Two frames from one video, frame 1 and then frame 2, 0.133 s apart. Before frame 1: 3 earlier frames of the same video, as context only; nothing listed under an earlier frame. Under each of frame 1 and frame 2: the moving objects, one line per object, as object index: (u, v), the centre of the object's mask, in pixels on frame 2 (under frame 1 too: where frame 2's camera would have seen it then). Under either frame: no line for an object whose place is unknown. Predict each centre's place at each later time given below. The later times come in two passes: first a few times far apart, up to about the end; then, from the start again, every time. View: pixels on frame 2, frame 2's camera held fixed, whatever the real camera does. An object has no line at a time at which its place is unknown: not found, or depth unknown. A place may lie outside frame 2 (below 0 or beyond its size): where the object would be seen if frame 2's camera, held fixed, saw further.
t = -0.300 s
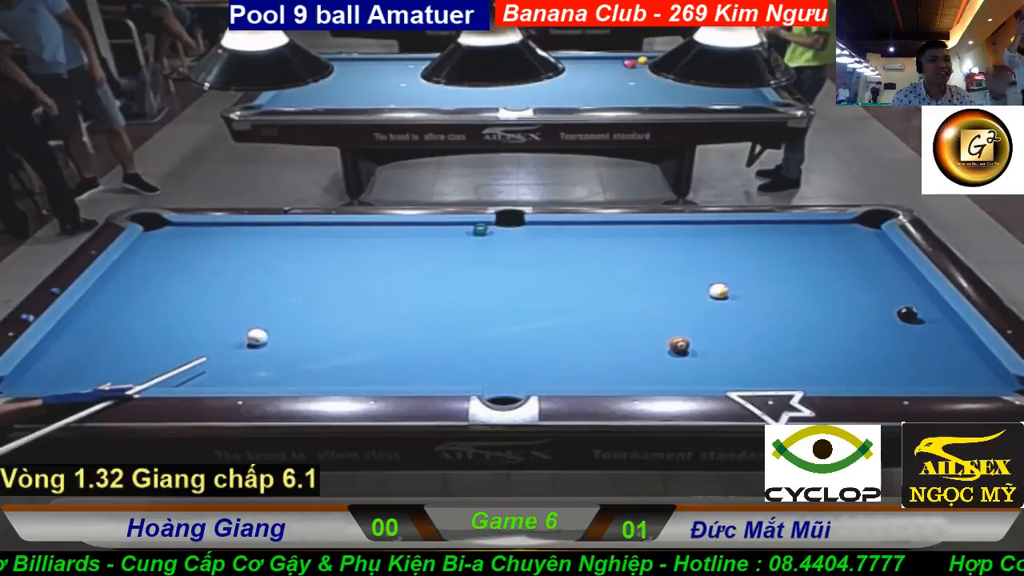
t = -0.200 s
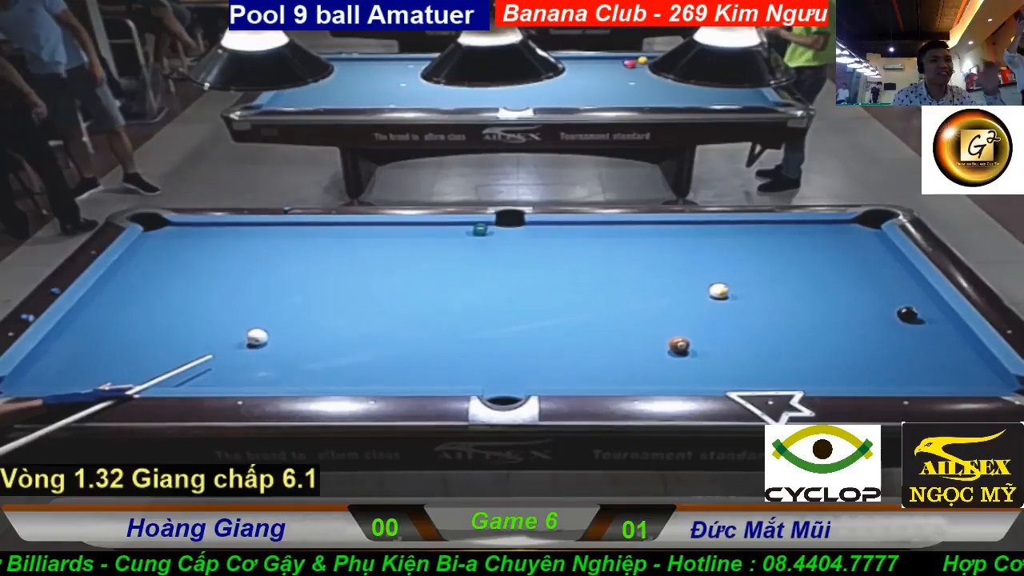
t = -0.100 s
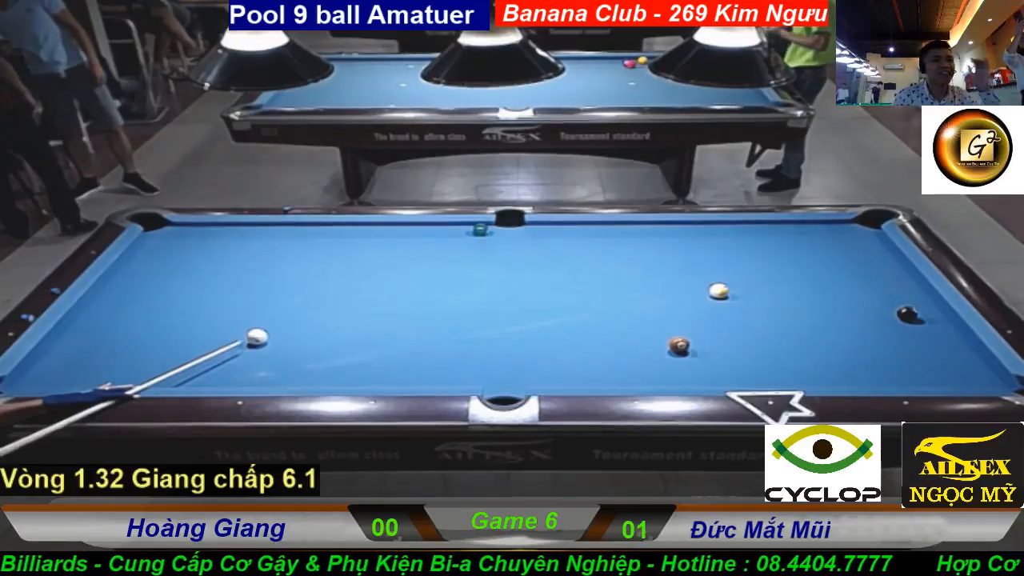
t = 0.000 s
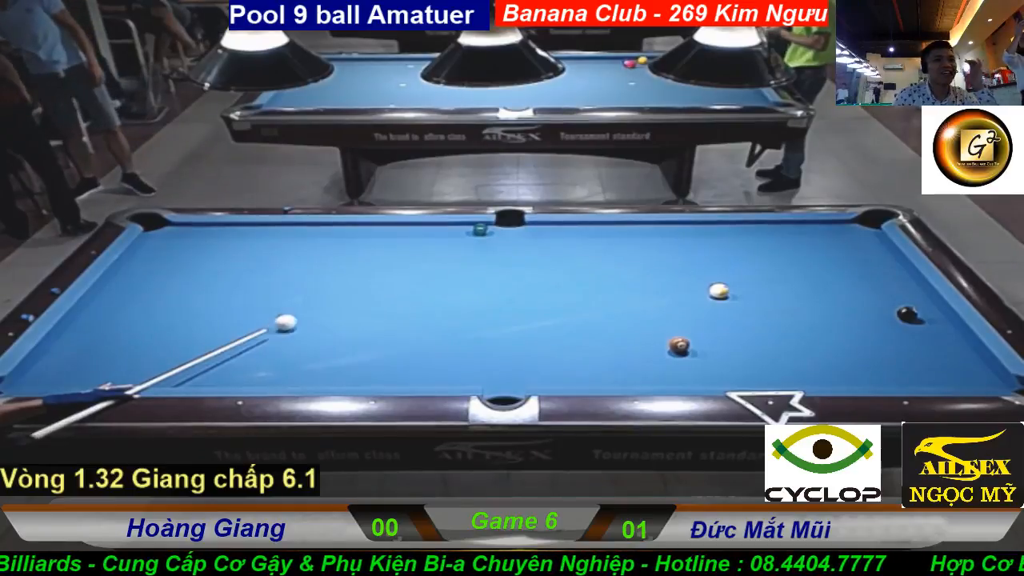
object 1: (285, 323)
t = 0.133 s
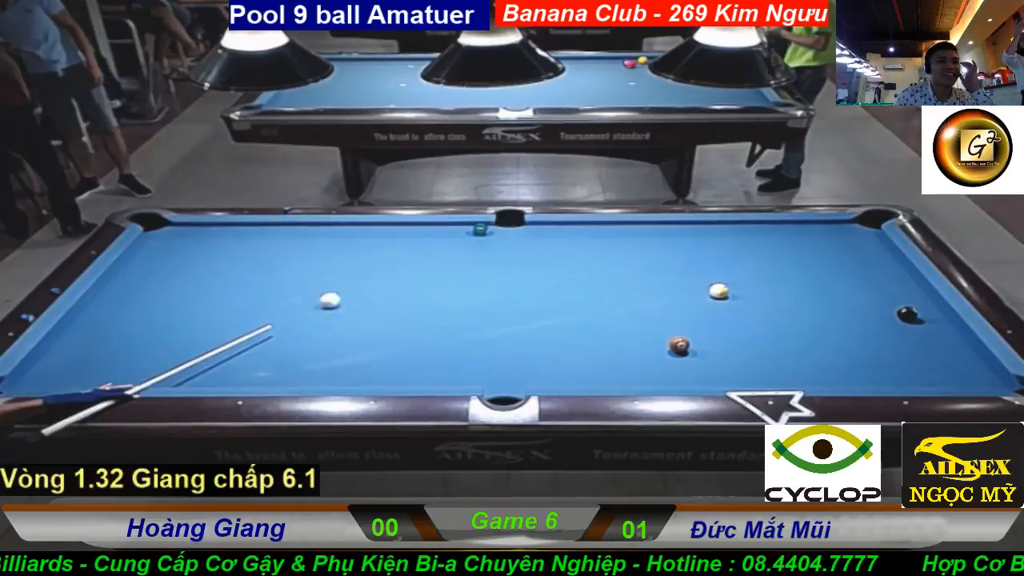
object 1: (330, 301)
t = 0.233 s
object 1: (360, 286)
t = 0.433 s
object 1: (414, 258)
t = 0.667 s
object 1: (464, 231)
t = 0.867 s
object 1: (457, 229)
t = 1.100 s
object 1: (454, 236)
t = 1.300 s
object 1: (452, 243)
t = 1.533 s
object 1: (449, 250)
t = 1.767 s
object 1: (446, 257)
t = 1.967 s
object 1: (444, 263)
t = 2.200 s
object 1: (442, 269)
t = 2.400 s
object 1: (440, 274)
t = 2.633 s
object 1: (439, 280)
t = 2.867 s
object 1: (438, 284)
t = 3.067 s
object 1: (437, 288)
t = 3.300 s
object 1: (437, 292)
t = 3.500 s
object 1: (436, 295)
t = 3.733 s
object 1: (435, 298)
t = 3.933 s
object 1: (434, 301)
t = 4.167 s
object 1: (433, 303)
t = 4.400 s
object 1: (433, 304)
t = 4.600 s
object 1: (433, 304)
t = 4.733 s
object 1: (433, 305)
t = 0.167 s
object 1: (340, 296)
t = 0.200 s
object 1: (350, 290)
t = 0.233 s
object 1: (360, 286)
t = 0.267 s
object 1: (370, 281)
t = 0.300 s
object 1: (378, 276)
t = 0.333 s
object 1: (388, 271)
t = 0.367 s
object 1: (397, 267)
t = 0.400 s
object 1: (406, 262)
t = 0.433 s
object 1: (414, 258)
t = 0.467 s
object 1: (423, 254)
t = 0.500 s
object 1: (431, 250)
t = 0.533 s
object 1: (439, 246)
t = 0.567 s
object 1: (447, 242)
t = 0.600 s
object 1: (455, 238)
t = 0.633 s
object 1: (463, 234)
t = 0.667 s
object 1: (464, 231)
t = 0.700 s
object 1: (462, 230)
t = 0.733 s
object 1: (460, 228)
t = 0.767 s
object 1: (459, 225)
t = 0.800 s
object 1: (458, 226)
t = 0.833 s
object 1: (458, 228)
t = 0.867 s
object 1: (457, 229)
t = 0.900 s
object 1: (457, 230)
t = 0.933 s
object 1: (456, 231)
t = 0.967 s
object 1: (456, 232)
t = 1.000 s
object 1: (455, 233)
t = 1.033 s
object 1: (455, 234)
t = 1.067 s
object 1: (454, 235)
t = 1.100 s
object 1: (454, 236)
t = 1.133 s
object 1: (454, 237)
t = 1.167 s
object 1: (453, 239)
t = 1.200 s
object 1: (452, 240)
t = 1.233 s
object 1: (452, 241)
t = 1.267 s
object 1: (452, 242)
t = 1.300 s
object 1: (452, 243)
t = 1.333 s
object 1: (451, 244)
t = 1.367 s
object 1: (450, 245)
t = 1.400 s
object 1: (450, 246)
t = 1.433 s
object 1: (450, 247)
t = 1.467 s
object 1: (449, 248)
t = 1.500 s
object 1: (449, 249)
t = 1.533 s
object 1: (449, 250)
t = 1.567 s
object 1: (448, 251)
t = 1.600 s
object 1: (448, 252)
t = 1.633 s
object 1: (447, 253)
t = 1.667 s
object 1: (447, 254)
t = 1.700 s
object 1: (447, 255)
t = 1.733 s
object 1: (446, 256)
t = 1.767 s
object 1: (446, 257)
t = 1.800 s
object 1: (445, 258)
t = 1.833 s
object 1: (445, 259)
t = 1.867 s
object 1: (445, 260)
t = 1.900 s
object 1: (445, 261)
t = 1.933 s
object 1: (444, 261)
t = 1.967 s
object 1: (444, 263)
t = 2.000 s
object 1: (444, 263)
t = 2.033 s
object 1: (443, 264)
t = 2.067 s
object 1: (443, 265)
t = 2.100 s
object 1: (443, 266)
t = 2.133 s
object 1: (442, 267)
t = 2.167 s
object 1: (442, 268)
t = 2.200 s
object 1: (442, 269)
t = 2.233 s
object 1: (442, 270)
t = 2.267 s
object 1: (441, 271)
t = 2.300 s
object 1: (441, 271)
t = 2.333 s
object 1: (441, 272)
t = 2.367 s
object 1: (441, 273)
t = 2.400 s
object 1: (440, 274)
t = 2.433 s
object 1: (440, 275)
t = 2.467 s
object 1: (440, 276)
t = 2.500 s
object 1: (440, 276)
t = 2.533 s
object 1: (439, 277)
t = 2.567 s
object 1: (439, 278)
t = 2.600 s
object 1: (439, 279)
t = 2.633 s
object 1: (439, 280)
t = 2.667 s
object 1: (438, 280)
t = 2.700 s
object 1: (438, 281)
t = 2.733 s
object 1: (438, 281)
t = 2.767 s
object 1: (438, 282)
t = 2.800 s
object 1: (438, 283)
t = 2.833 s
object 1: (438, 284)
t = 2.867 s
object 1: (438, 284)
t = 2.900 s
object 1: (438, 285)
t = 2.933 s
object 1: (437, 286)
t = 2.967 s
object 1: (437, 287)
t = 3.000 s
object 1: (437, 287)
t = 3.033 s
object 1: (437, 288)
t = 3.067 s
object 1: (437, 288)
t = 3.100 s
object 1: (437, 289)
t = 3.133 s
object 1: (437, 290)
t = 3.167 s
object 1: (437, 290)
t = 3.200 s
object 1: (437, 291)
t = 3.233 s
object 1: (437, 291)
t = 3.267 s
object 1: (437, 292)
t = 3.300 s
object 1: (437, 292)
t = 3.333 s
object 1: (436, 294)
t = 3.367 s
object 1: (436, 294)
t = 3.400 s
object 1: (436, 294)
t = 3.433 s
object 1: (436, 294)
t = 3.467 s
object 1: (436, 295)
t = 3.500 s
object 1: (436, 295)
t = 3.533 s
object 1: (436, 296)
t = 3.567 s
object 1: (436, 296)
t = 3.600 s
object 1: (436, 297)
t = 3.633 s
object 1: (435, 297)
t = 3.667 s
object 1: (435, 298)
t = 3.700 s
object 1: (435, 298)
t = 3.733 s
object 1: (435, 298)
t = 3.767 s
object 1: (435, 299)
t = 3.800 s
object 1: (435, 299)
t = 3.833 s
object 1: (435, 300)
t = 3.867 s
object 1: (435, 300)
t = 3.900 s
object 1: (435, 300)
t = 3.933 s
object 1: (434, 301)
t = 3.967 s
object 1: (434, 301)
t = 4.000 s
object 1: (434, 301)
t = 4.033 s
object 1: (434, 302)
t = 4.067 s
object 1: (434, 302)
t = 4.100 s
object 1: (434, 302)
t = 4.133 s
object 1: (434, 302)
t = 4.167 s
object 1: (433, 303)
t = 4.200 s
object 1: (433, 303)
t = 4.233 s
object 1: (433, 303)
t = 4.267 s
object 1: (433, 303)
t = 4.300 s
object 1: (434, 303)
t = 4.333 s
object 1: (433, 303)
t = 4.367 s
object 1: (433, 304)
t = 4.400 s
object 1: (433, 304)
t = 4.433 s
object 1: (433, 304)
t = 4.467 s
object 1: (433, 304)
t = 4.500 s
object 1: (433, 304)
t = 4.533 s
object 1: (433, 304)
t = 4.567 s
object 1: (433, 304)
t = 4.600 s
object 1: (433, 304)
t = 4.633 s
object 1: (433, 305)
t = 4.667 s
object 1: (433, 305)
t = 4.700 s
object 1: (433, 305)
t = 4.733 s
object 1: (433, 305)
